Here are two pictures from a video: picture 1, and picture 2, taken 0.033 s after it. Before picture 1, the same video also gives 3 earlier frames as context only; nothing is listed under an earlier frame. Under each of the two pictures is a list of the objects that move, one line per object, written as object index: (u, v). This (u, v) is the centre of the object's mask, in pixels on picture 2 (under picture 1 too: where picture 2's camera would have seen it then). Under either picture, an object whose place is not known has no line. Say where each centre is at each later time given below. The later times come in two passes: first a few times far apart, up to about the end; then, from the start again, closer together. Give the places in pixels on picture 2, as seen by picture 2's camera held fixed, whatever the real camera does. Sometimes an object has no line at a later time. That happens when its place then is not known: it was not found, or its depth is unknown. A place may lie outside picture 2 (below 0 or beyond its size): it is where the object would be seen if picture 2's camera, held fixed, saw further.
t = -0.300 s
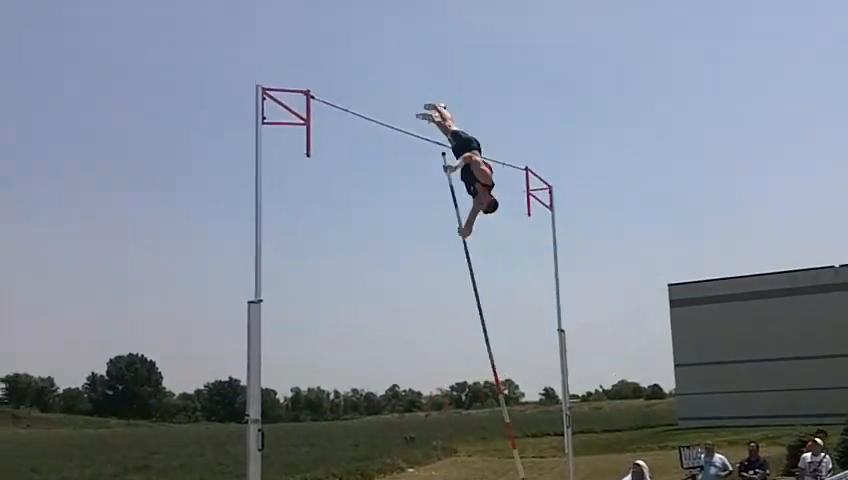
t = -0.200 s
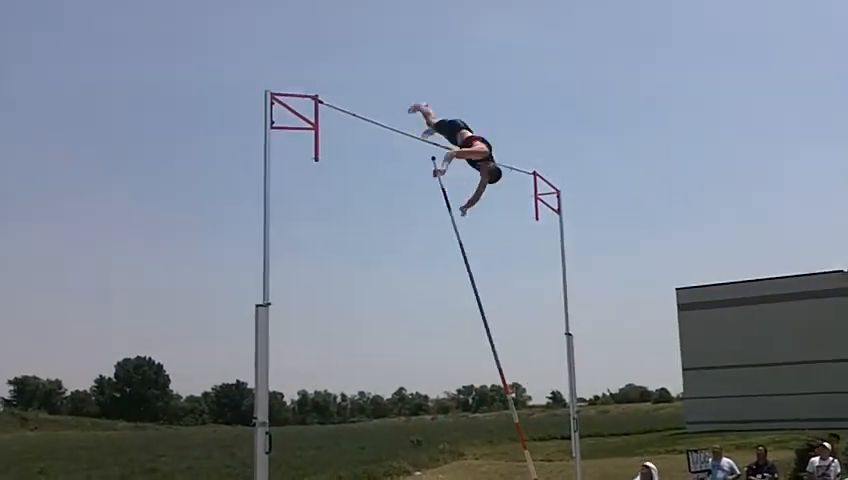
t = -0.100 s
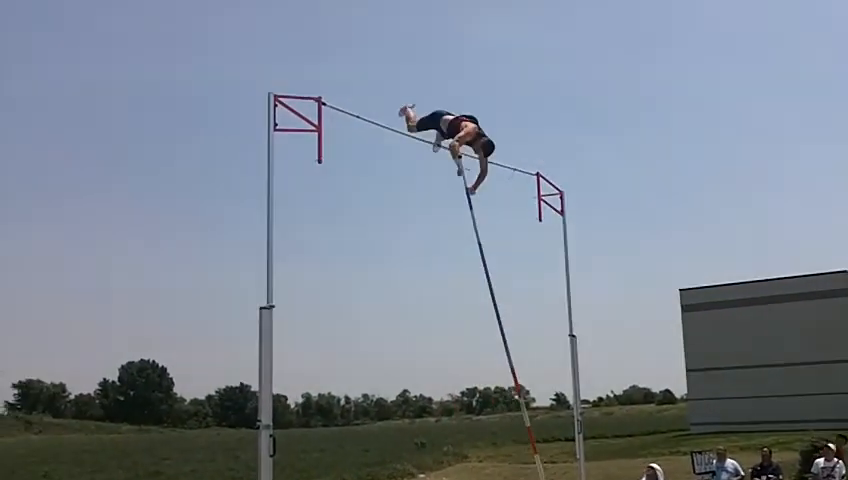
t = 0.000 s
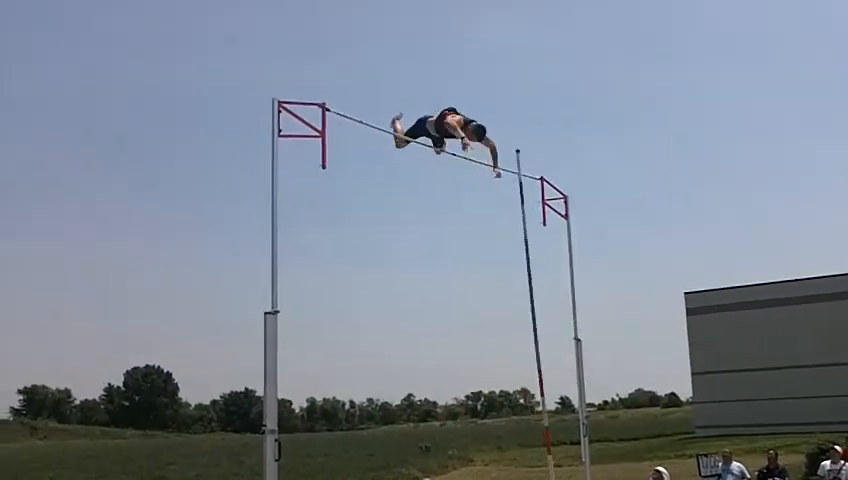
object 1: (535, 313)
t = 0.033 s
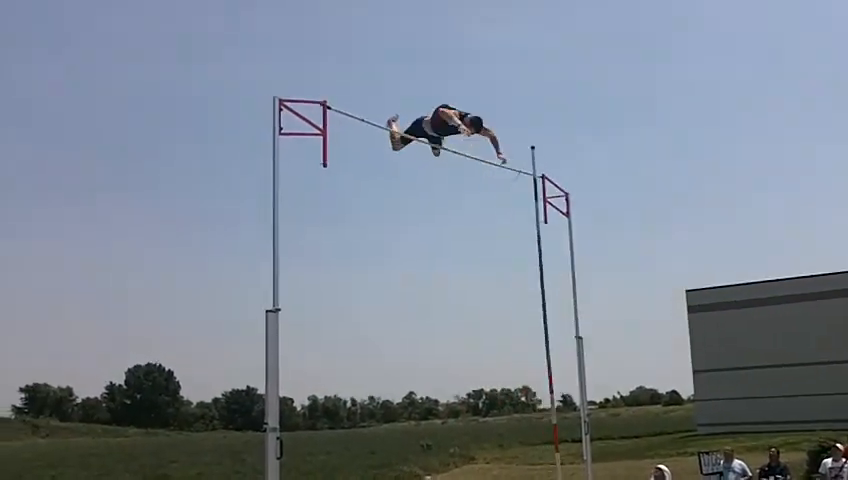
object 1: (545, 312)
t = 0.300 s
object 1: (619, 316)
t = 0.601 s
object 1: (722, 351)
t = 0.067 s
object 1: (554, 315)
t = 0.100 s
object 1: (563, 305)
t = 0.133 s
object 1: (575, 324)
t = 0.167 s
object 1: (583, 336)
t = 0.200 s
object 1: (591, 322)
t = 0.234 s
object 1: (600, 323)
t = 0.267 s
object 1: (609, 320)
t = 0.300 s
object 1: (619, 316)
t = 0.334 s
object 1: (629, 316)
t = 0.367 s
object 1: (639, 321)
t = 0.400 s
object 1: (650, 324)
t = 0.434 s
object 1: (661, 327)
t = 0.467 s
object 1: (673, 330)
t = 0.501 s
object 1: (683, 337)
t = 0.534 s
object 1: (695, 341)
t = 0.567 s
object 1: (708, 346)
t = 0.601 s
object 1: (722, 351)
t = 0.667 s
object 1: (747, 366)
